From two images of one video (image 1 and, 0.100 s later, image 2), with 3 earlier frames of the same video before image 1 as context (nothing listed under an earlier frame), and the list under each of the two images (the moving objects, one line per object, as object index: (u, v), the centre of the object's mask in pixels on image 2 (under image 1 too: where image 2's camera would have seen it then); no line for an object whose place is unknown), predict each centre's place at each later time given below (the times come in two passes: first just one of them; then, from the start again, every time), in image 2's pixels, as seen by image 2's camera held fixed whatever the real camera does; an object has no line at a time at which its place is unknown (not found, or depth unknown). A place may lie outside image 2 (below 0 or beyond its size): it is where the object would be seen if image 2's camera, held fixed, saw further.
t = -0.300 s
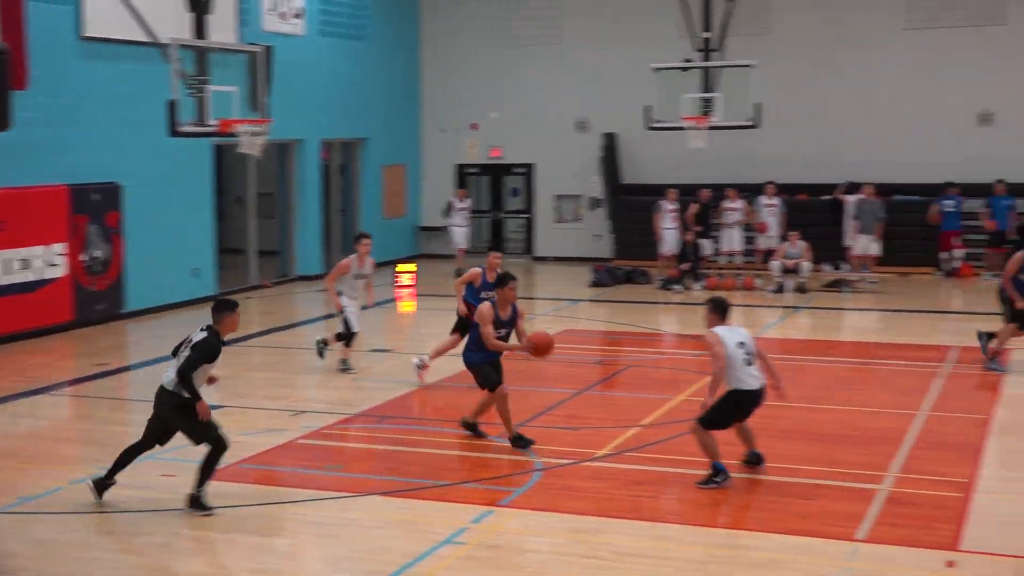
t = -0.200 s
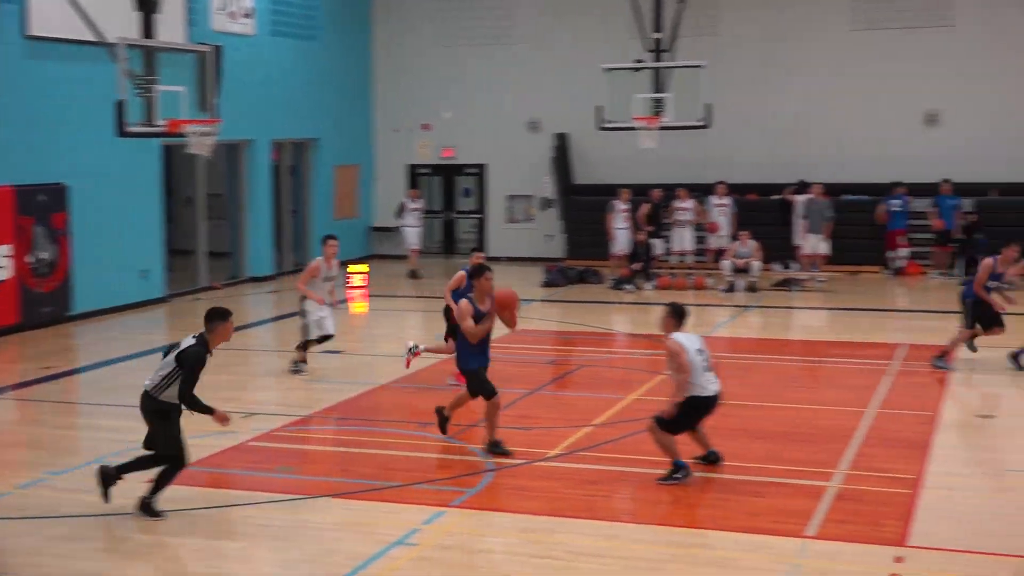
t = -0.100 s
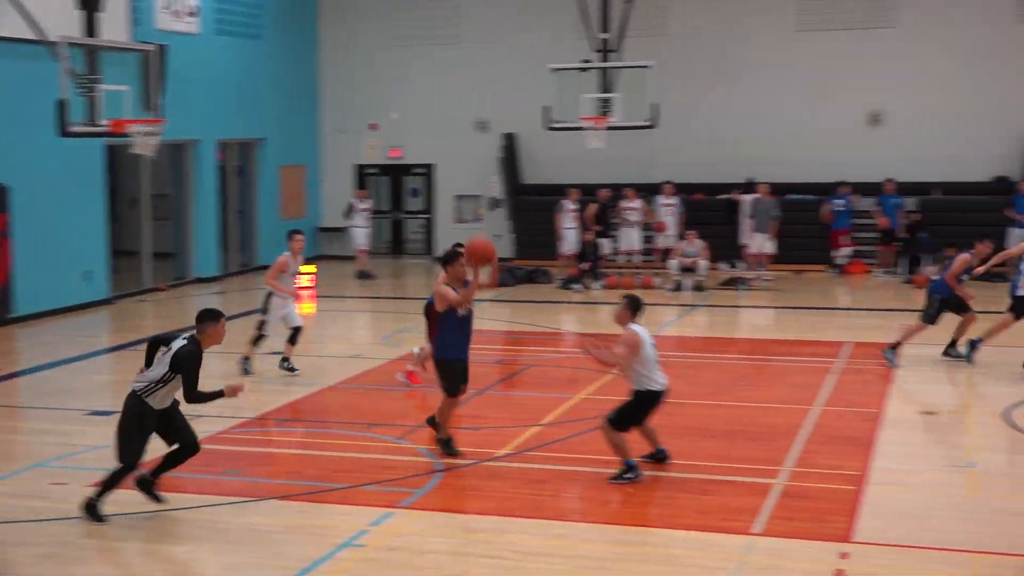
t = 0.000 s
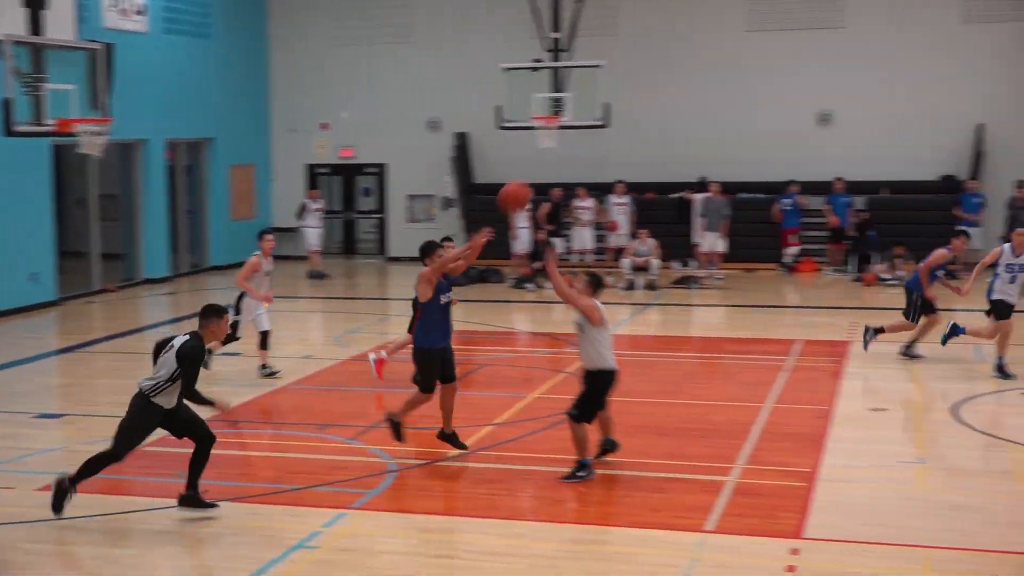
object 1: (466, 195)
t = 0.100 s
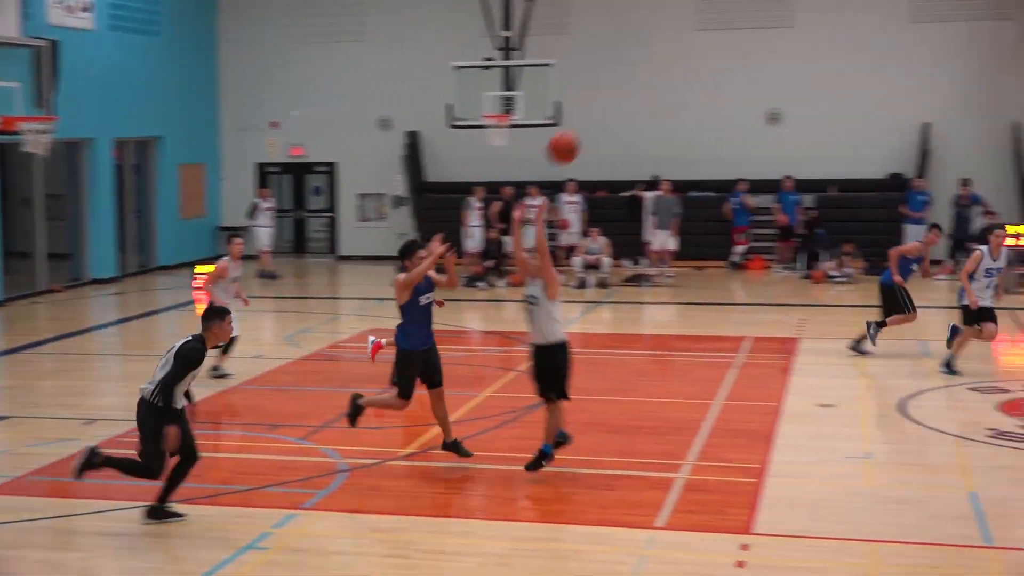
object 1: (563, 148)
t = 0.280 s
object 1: (760, 87)
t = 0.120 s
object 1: (583, 139)
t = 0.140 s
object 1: (604, 132)
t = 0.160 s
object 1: (625, 124)
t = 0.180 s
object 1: (647, 117)
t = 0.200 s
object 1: (668, 110)
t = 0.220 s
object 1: (691, 104)
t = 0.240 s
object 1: (714, 97)
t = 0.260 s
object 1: (737, 92)
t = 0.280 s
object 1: (760, 87)
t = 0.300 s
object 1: (784, 82)
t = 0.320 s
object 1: (808, 77)
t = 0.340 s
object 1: (832, 73)
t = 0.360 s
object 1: (857, 70)
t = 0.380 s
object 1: (881, 68)
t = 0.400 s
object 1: (908, 65)
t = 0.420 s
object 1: (934, 64)
